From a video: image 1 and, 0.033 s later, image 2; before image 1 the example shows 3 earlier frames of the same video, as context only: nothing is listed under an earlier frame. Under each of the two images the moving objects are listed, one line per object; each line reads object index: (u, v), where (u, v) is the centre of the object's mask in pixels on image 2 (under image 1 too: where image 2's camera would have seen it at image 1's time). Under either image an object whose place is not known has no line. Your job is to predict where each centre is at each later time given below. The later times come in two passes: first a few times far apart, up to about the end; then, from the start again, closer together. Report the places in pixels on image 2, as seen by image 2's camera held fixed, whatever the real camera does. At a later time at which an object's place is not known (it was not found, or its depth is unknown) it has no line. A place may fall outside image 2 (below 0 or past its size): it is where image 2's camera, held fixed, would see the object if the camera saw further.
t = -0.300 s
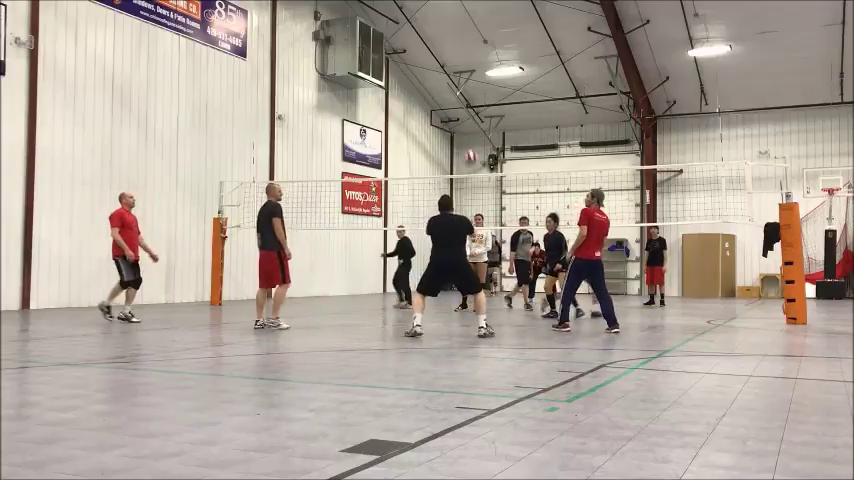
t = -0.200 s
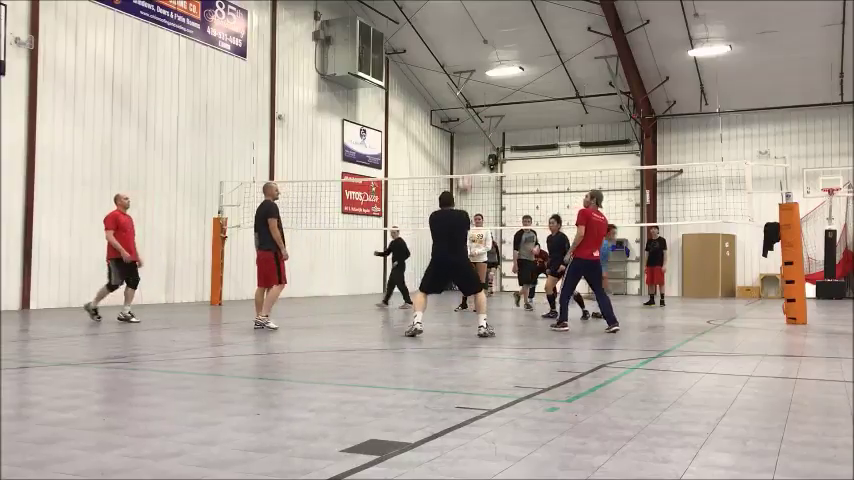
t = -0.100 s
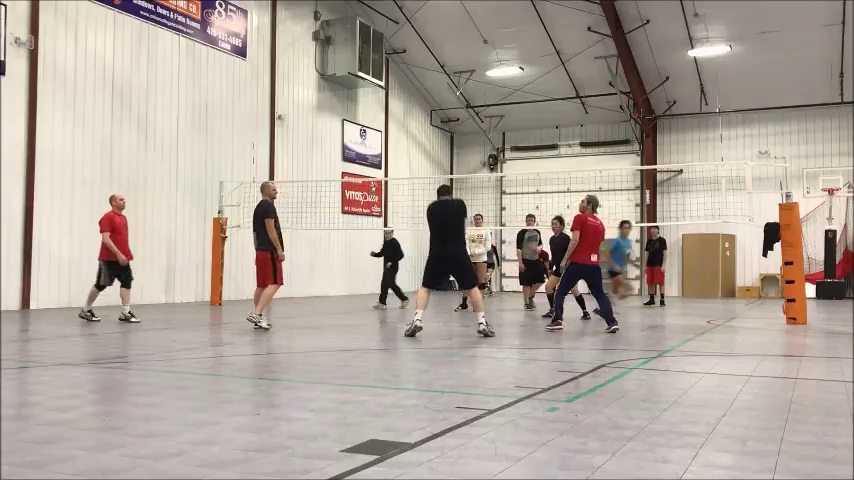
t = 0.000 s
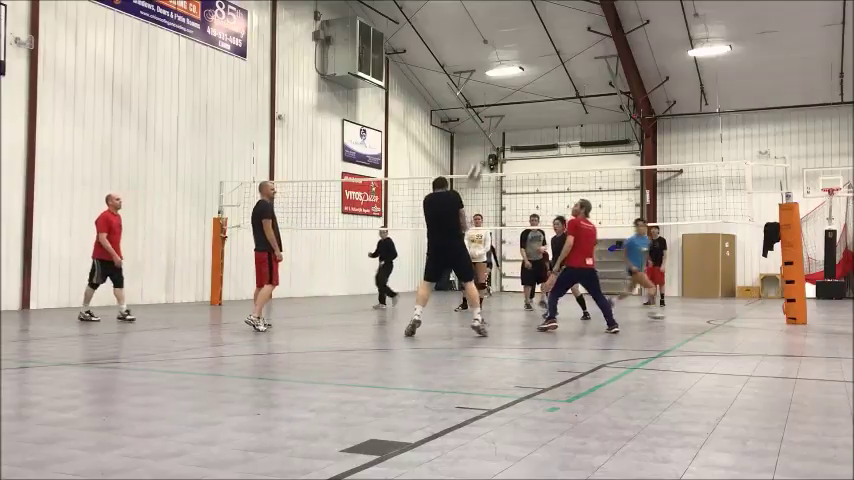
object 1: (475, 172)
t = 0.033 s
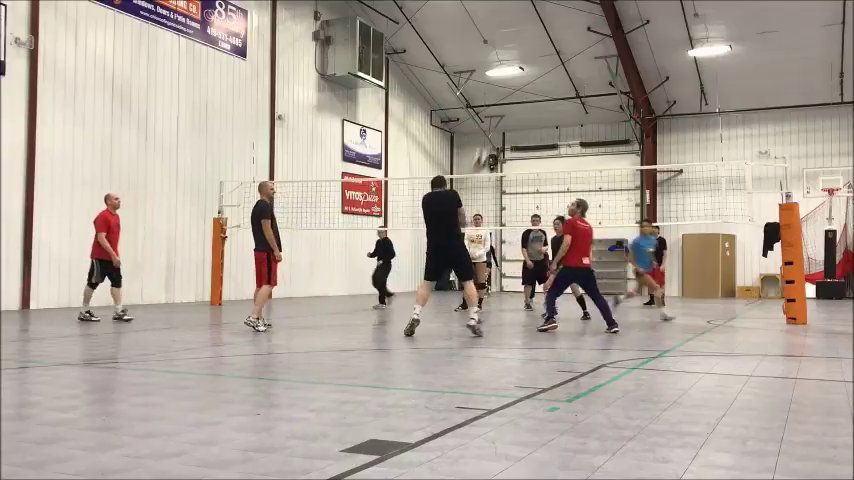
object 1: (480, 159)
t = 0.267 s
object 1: (514, 82)
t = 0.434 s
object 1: (536, 55)
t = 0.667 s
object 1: (564, 53)
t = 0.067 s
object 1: (486, 143)
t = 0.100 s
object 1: (490, 131)
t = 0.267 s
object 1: (514, 82)
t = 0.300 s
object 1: (519, 74)
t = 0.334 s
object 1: (525, 68)
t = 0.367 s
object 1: (528, 63)
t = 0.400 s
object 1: (532, 59)
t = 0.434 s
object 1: (536, 55)
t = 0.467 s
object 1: (541, 52)
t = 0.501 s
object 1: (545, 51)
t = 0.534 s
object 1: (548, 50)
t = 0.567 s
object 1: (552, 49)
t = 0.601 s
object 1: (555, 50)
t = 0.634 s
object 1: (560, 50)
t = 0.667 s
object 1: (564, 53)
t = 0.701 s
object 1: (567, 56)
